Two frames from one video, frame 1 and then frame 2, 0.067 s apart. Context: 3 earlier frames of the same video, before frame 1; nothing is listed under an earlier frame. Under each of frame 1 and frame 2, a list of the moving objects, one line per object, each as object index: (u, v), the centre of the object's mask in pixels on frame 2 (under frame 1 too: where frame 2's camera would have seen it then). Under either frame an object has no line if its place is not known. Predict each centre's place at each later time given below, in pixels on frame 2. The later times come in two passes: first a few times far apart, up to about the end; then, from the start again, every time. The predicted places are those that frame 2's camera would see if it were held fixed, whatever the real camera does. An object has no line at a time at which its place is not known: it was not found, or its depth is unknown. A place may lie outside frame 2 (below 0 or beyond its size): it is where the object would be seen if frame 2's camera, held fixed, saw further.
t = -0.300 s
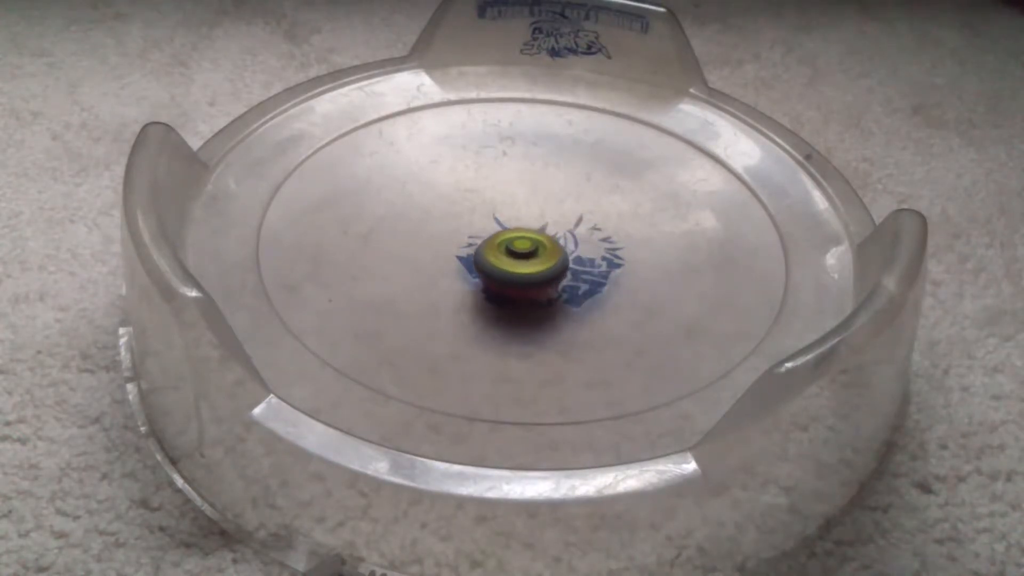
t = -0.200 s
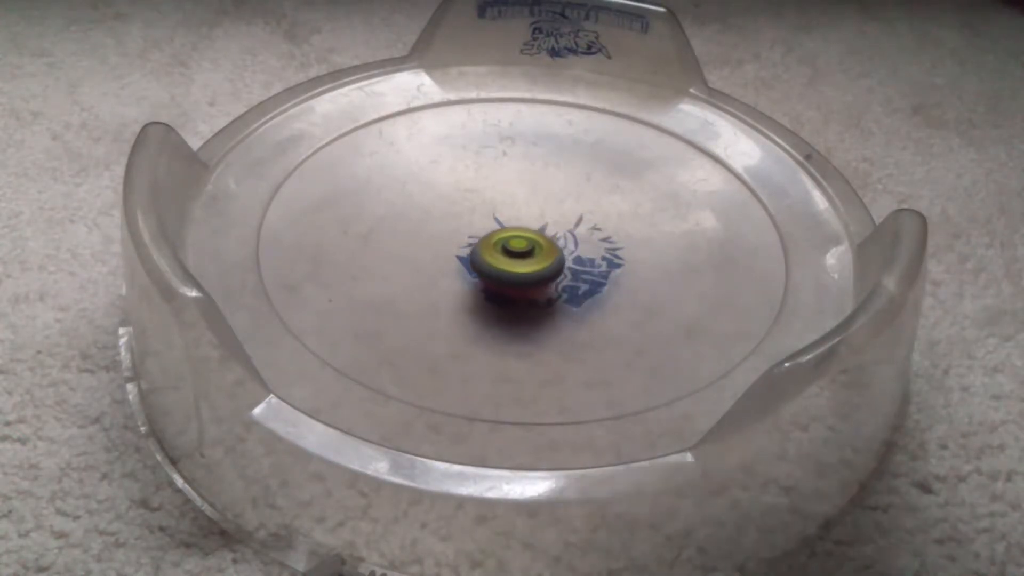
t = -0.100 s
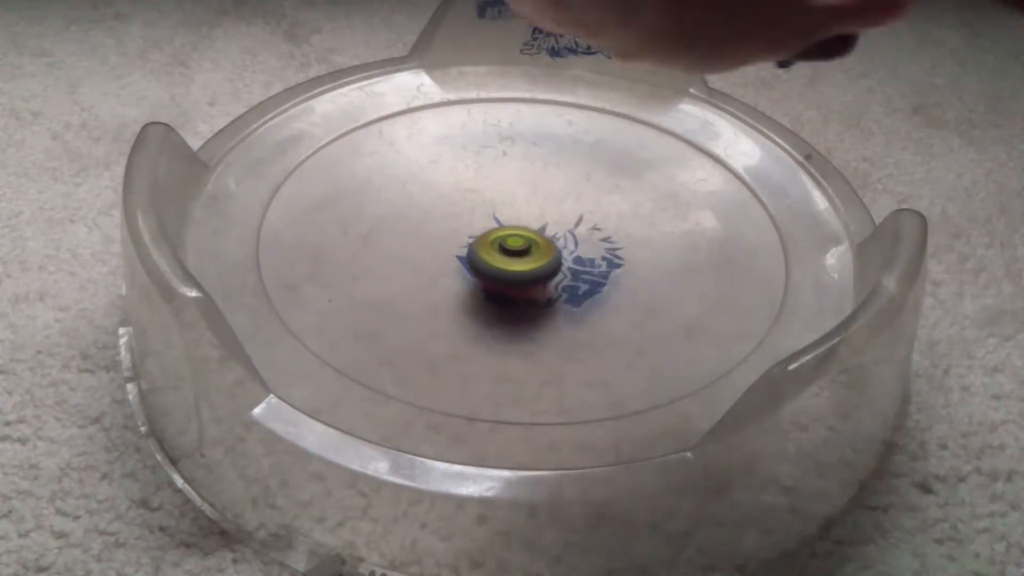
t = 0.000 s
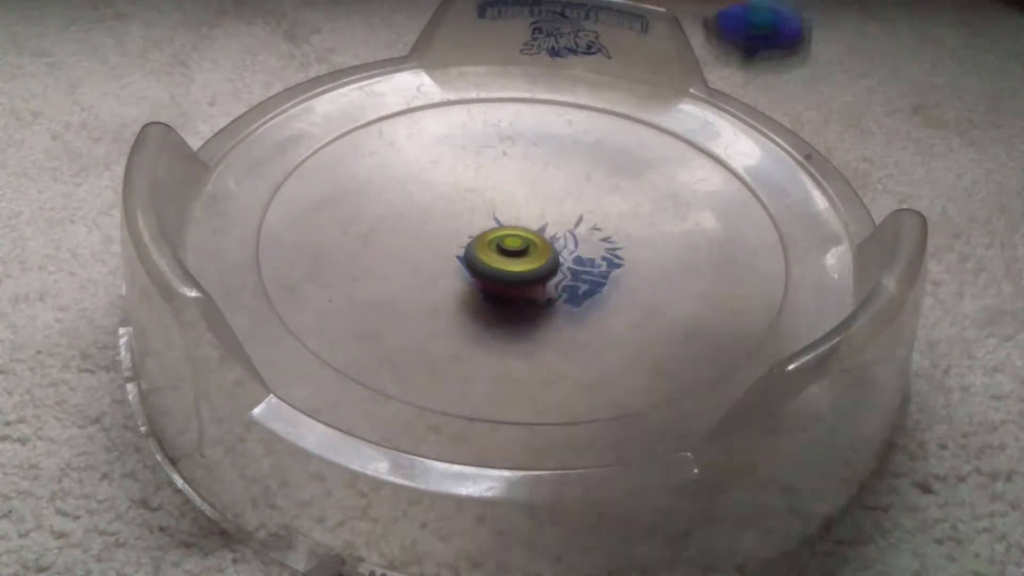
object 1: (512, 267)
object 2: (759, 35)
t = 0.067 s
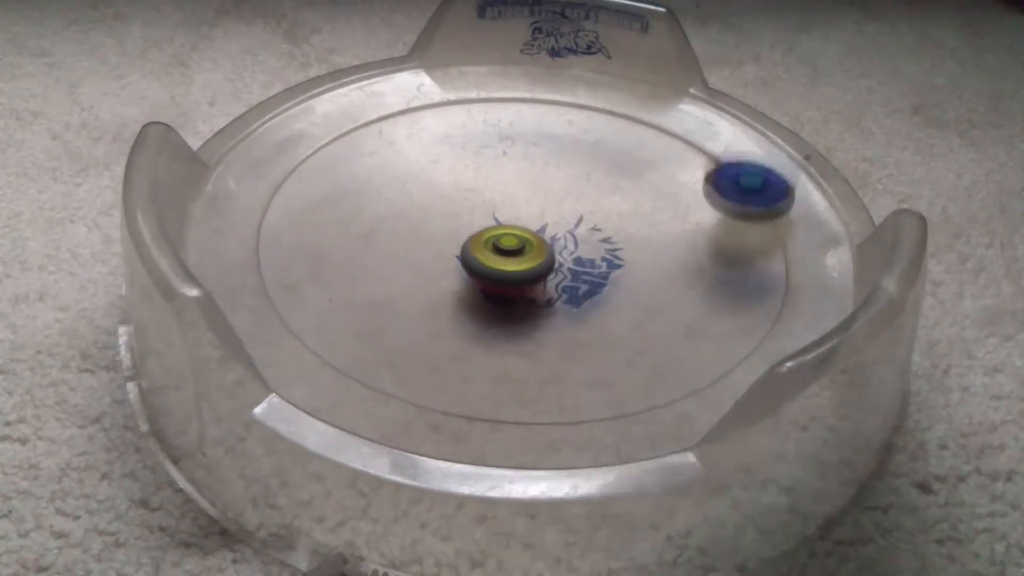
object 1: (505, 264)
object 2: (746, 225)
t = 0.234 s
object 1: (489, 261)
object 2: (689, 185)
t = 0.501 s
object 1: (503, 259)
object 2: (491, 151)
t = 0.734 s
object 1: (504, 255)
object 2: (402, 236)
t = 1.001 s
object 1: (530, 205)
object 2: (466, 370)
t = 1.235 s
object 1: (439, 235)
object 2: (664, 354)
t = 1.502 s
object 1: (572, 260)
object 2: (686, 236)
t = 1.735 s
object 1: (538, 245)
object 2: (615, 117)
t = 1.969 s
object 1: (516, 252)
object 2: (438, 118)
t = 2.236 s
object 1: (528, 261)
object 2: (345, 255)
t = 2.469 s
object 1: (542, 252)
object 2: (520, 360)
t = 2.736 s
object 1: (526, 260)
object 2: (685, 281)
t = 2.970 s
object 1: (530, 265)
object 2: (619, 202)
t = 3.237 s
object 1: (531, 263)
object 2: (480, 209)
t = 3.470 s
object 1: (688, 306)
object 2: (301, 162)
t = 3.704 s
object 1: (672, 209)
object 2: (267, 242)
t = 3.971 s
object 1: (457, 231)
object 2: (418, 332)
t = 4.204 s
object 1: (487, 338)
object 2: (611, 299)
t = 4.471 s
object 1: (619, 281)
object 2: (614, 195)
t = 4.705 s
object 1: (503, 244)
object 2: (492, 148)
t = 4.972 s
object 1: (416, 275)
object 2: (387, 203)
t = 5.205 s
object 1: (553, 302)
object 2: (419, 271)
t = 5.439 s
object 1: (803, 240)
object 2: (334, 227)
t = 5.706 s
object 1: (698, 136)
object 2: (427, 281)
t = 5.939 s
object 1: (497, 154)
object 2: (557, 264)
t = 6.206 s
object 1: (449, 301)
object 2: (578, 199)
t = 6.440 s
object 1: (611, 314)
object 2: (516, 169)
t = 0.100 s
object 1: (501, 261)
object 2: (744, 214)
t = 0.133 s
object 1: (494, 260)
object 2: (735, 205)
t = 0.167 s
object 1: (492, 259)
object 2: (721, 208)
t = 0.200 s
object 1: (490, 259)
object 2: (707, 198)
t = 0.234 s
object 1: (489, 261)
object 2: (689, 185)
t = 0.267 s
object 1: (488, 262)
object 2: (670, 174)
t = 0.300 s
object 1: (489, 263)
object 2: (648, 165)
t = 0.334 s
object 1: (491, 263)
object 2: (624, 156)
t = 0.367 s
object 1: (493, 262)
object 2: (599, 150)
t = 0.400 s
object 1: (498, 262)
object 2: (572, 146)
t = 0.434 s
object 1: (500, 261)
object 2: (545, 145)
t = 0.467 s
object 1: (502, 259)
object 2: (518, 146)
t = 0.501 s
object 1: (503, 259)
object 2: (491, 151)
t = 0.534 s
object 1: (504, 260)
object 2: (465, 159)
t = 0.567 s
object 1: (503, 259)
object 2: (447, 148)
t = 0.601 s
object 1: (502, 257)
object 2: (428, 162)
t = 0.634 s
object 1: (501, 257)
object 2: (414, 179)
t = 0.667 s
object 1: (502, 256)
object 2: (406, 197)
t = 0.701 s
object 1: (502, 255)
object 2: (403, 217)
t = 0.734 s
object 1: (504, 255)
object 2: (402, 236)
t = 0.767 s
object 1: (529, 253)
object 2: (372, 250)
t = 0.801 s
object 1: (546, 252)
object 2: (353, 266)
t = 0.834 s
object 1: (555, 250)
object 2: (349, 284)
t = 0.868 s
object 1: (563, 239)
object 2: (359, 306)
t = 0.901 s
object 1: (562, 230)
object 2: (379, 326)
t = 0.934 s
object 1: (556, 220)
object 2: (404, 344)
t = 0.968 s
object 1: (545, 211)
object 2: (434, 360)
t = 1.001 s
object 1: (530, 205)
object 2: (466, 370)
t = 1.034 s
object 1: (512, 198)
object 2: (500, 376)
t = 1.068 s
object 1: (491, 179)
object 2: (535, 379)
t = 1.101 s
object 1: (469, 200)
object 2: (567, 379)
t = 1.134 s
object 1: (453, 208)
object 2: (597, 375)
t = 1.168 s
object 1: (440, 218)
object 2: (623, 368)
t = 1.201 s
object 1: (436, 218)
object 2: (646, 361)
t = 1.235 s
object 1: (439, 235)
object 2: (664, 354)
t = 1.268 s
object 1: (449, 261)
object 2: (680, 344)
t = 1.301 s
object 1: (467, 261)
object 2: (690, 351)
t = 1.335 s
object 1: (488, 268)
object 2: (697, 336)
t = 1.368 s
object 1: (513, 274)
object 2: (697, 318)
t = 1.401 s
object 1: (537, 274)
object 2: (694, 296)
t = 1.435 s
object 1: (560, 268)
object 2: (687, 276)
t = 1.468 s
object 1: (578, 264)
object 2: (674, 259)
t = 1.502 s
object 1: (572, 260)
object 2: (686, 236)
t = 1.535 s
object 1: (559, 263)
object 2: (701, 204)
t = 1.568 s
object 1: (551, 259)
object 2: (706, 183)
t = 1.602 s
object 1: (547, 256)
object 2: (701, 165)
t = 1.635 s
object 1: (545, 252)
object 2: (687, 149)
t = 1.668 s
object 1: (545, 249)
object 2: (667, 136)
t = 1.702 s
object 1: (543, 247)
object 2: (642, 126)
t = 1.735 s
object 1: (538, 245)
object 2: (615, 117)
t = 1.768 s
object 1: (532, 244)
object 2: (588, 109)
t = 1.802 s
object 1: (526, 244)
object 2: (560, 106)
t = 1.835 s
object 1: (522, 246)
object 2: (533, 104)
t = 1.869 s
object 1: (520, 248)
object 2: (507, 105)
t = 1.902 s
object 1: (518, 249)
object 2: (483, 108)
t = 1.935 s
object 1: (517, 251)
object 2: (460, 113)
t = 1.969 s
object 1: (516, 252)
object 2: (438, 118)
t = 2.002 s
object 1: (517, 253)
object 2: (417, 127)
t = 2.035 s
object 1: (514, 255)
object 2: (398, 138)
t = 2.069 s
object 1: (516, 257)
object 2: (382, 147)
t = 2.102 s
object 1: (518, 258)
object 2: (366, 162)
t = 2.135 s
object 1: (521, 260)
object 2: (352, 194)
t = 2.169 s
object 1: (524, 261)
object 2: (343, 214)
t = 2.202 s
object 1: (526, 261)
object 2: (341, 237)
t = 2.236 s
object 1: (528, 261)
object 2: (345, 255)
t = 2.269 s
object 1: (532, 261)
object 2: (356, 279)
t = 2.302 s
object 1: (536, 261)
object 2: (372, 300)
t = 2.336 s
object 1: (540, 260)
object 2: (393, 318)
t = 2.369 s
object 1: (541, 259)
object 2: (420, 336)
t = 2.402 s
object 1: (542, 258)
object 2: (453, 348)
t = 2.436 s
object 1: (542, 255)
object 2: (485, 357)
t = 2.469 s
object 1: (542, 252)
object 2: (520, 360)
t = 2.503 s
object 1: (539, 251)
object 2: (553, 360)
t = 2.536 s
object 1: (535, 253)
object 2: (583, 355)
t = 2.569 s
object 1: (535, 255)
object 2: (611, 350)
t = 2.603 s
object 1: (533, 255)
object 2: (634, 338)
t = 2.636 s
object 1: (529, 256)
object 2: (654, 324)
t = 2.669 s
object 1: (526, 257)
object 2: (670, 311)
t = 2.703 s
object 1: (525, 258)
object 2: (679, 299)
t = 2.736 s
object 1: (526, 260)
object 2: (685, 281)
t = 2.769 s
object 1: (527, 260)
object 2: (685, 268)
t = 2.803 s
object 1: (527, 260)
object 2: (681, 253)
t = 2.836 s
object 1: (526, 261)
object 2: (672, 239)
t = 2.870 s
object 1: (526, 262)
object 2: (663, 228)
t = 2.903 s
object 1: (527, 264)
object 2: (651, 217)
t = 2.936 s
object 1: (529, 265)
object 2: (635, 208)
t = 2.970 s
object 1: (530, 265)
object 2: (619, 202)
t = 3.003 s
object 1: (532, 265)
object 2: (602, 196)
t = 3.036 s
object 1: (532, 266)
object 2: (585, 191)
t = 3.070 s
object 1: (532, 266)
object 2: (566, 188)
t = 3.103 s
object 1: (532, 266)
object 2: (546, 187)
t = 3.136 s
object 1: (533, 265)
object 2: (525, 190)
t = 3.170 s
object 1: (534, 265)
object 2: (508, 194)
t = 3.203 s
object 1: (533, 264)
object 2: (492, 201)
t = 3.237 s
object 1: (531, 263)
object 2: (480, 209)
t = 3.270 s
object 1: (546, 265)
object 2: (463, 214)
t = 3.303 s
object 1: (576, 287)
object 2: (424, 191)
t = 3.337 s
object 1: (605, 301)
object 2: (391, 174)
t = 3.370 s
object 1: (629, 311)
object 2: (364, 158)
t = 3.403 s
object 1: (654, 317)
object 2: (340, 153)
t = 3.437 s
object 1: (671, 314)
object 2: (320, 156)
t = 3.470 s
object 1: (688, 306)
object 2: (301, 162)
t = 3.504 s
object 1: (703, 295)
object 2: (291, 174)
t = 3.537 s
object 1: (712, 281)
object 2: (286, 172)
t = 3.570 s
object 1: (716, 265)
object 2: (278, 186)
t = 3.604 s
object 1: (715, 249)
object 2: (272, 199)
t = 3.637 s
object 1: (707, 234)
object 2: (266, 213)
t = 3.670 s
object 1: (690, 219)
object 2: (265, 227)
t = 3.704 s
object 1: (672, 209)
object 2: (267, 242)
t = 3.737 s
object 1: (647, 202)
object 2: (274, 256)
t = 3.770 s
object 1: (620, 198)
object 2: (284, 270)
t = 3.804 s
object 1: (590, 196)
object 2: (297, 283)
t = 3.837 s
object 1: (560, 197)
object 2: (315, 296)
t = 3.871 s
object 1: (530, 219)
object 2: (336, 307)
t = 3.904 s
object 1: (500, 227)
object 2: (360, 317)
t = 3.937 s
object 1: (476, 234)
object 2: (388, 325)
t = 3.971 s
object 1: (457, 231)
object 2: (418, 332)
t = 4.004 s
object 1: (438, 252)
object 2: (451, 336)
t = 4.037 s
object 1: (426, 259)
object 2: (483, 338)
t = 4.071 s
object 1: (422, 276)
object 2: (515, 336)
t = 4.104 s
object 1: (427, 295)
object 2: (543, 330)
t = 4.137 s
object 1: (439, 313)
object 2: (570, 322)
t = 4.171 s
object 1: (460, 328)
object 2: (592, 311)
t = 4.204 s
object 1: (487, 338)
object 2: (611, 299)
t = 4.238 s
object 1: (517, 344)
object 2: (627, 284)
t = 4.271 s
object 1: (547, 344)
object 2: (636, 268)
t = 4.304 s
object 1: (577, 339)
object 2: (642, 268)
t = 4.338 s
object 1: (601, 330)
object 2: (646, 251)
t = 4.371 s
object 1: (612, 317)
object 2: (645, 233)
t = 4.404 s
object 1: (624, 305)
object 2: (637, 219)
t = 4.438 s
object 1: (621, 291)
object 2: (626, 207)
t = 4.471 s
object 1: (619, 281)
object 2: (614, 195)
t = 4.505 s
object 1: (608, 268)
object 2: (600, 184)
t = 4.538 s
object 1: (597, 263)
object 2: (585, 176)
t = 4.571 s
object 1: (581, 259)
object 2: (569, 167)
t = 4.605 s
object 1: (566, 259)
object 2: (551, 160)
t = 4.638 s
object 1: (547, 255)
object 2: (532, 154)
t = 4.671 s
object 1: (525, 252)
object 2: (512, 150)
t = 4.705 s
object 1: (503, 244)
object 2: (492, 148)
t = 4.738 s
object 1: (483, 239)
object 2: (473, 148)
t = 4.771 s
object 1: (462, 231)
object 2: (455, 150)
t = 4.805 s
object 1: (441, 230)
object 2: (438, 154)
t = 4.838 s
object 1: (425, 236)
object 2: (422, 161)
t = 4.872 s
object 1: (413, 245)
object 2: (409, 169)
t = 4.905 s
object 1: (410, 257)
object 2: (398, 180)
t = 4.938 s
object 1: (408, 266)
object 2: (391, 191)
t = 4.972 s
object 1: (416, 275)
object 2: (387, 203)
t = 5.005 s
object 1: (427, 281)
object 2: (387, 216)
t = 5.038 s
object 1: (443, 288)
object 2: (390, 231)
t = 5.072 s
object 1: (455, 287)
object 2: (398, 244)
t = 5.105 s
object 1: (479, 295)
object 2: (405, 254)
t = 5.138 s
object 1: (500, 300)
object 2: (414, 265)
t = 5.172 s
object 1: (516, 298)
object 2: (428, 273)
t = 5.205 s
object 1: (553, 302)
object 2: (419, 271)
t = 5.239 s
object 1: (622, 314)
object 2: (386, 250)
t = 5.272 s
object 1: (684, 316)
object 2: (363, 234)
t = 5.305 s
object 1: (734, 311)
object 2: (350, 211)
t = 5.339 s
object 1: (771, 298)
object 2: (341, 220)
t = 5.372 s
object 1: (787, 277)
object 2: (337, 210)
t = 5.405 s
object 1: (799, 260)
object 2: (334, 217)
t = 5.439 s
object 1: (803, 240)
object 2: (334, 227)
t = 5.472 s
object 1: (803, 222)
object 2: (334, 234)
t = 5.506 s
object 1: (803, 205)
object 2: (339, 244)
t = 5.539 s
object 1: (792, 188)
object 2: (348, 254)
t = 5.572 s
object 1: (783, 173)
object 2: (357, 250)
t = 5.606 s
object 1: (767, 160)
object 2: (370, 260)
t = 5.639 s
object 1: (748, 149)
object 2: (387, 269)
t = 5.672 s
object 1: (725, 141)
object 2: (406, 276)
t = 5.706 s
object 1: (698, 136)
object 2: (427, 281)
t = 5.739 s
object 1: (671, 131)
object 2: (449, 301)
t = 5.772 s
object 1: (645, 130)
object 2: (468, 297)
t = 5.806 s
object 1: (617, 129)
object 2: (488, 297)
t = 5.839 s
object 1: (587, 132)
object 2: (507, 299)
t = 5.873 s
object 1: (556, 137)
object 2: (526, 290)
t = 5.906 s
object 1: (526, 144)
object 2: (543, 270)
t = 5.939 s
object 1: (497, 154)
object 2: (557, 264)
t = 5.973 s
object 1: (471, 167)
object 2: (569, 259)
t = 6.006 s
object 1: (450, 183)
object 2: (578, 250)
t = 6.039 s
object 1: (434, 201)
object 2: (584, 227)
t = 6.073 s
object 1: (424, 220)
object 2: (587, 220)
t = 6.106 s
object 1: (415, 241)
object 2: (590, 219)
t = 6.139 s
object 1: (423, 263)
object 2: (588, 213)
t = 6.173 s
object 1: (432, 284)
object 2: (584, 204)
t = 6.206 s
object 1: (449, 301)
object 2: (578, 199)
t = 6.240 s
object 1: (472, 316)
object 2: (571, 184)
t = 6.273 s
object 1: (501, 326)
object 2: (563, 180)
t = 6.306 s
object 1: (530, 331)
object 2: (554, 175)
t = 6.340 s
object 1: (556, 332)
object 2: (545, 173)
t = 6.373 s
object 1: (580, 329)
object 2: (536, 170)
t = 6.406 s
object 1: (595, 322)
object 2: (526, 169)
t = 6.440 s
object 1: (611, 314)
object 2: (516, 169)
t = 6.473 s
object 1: (622, 305)
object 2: (507, 171)
